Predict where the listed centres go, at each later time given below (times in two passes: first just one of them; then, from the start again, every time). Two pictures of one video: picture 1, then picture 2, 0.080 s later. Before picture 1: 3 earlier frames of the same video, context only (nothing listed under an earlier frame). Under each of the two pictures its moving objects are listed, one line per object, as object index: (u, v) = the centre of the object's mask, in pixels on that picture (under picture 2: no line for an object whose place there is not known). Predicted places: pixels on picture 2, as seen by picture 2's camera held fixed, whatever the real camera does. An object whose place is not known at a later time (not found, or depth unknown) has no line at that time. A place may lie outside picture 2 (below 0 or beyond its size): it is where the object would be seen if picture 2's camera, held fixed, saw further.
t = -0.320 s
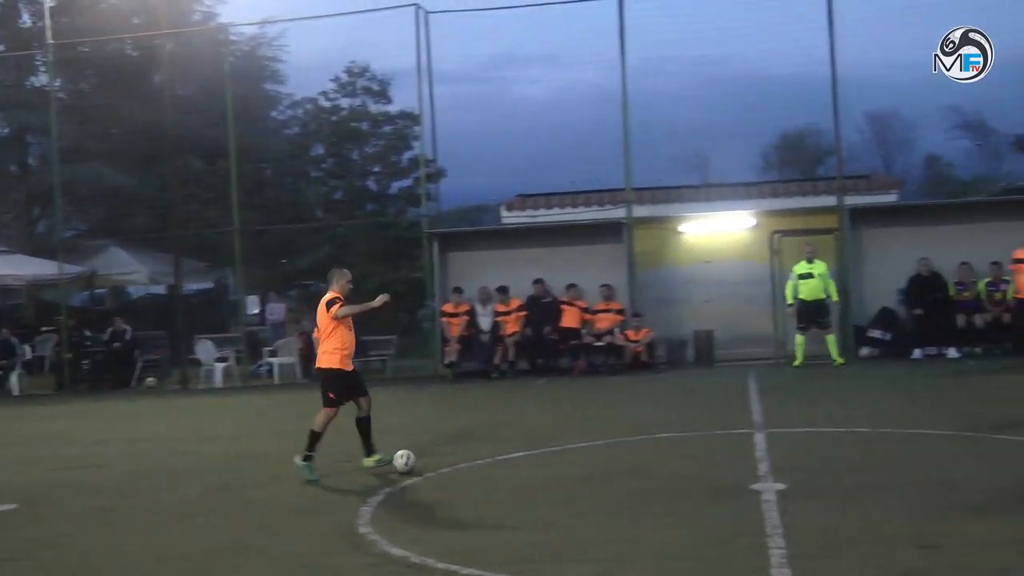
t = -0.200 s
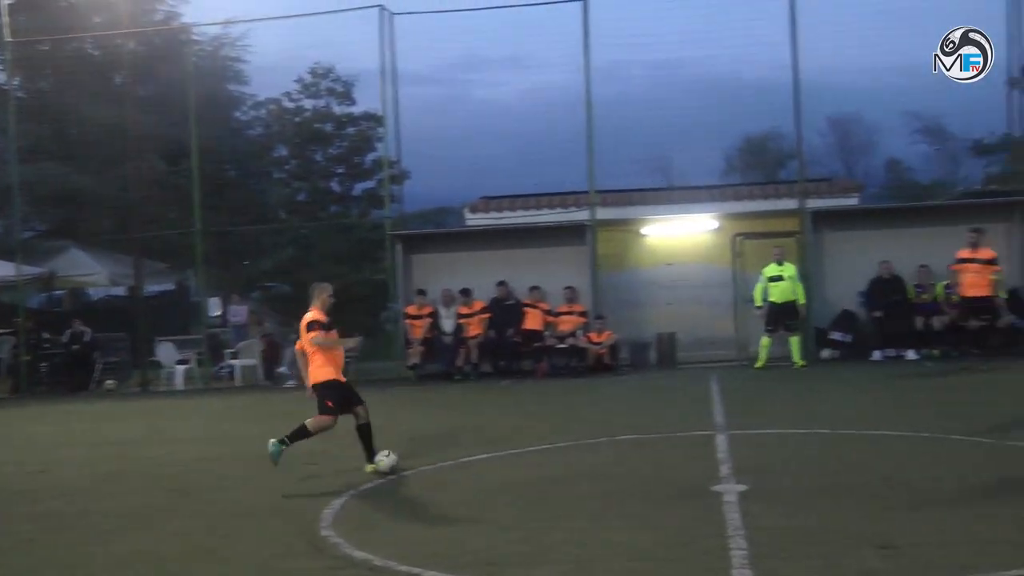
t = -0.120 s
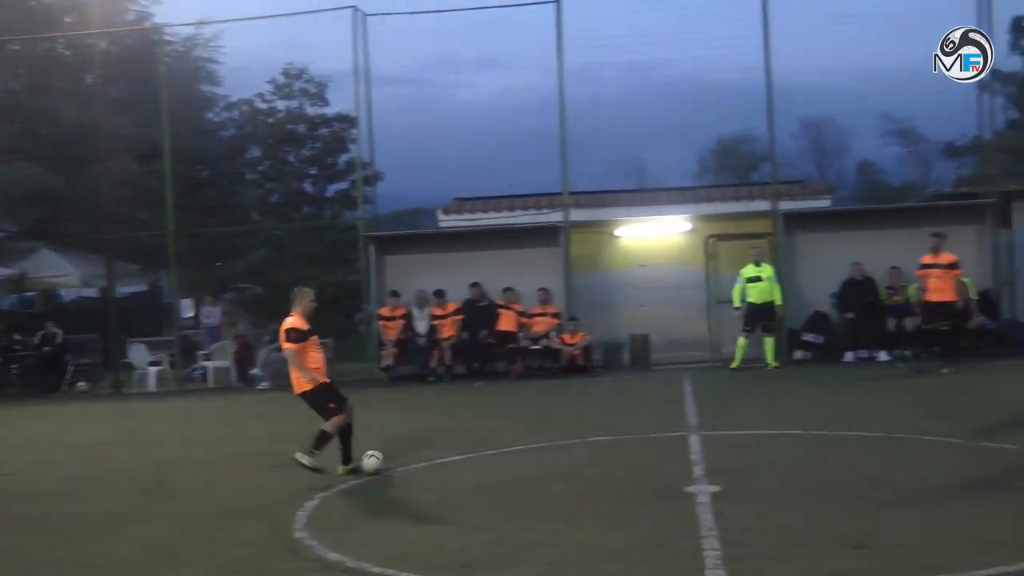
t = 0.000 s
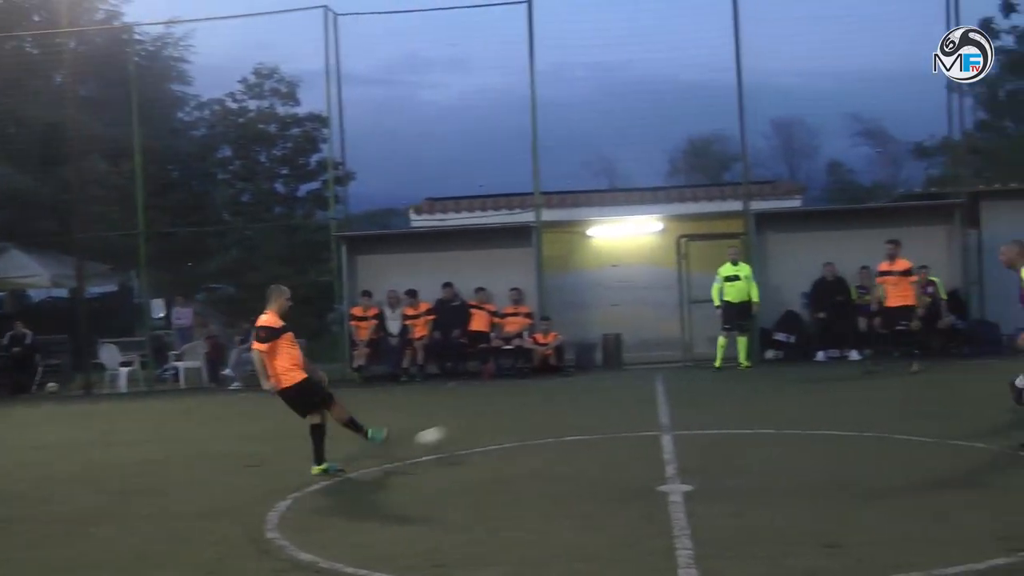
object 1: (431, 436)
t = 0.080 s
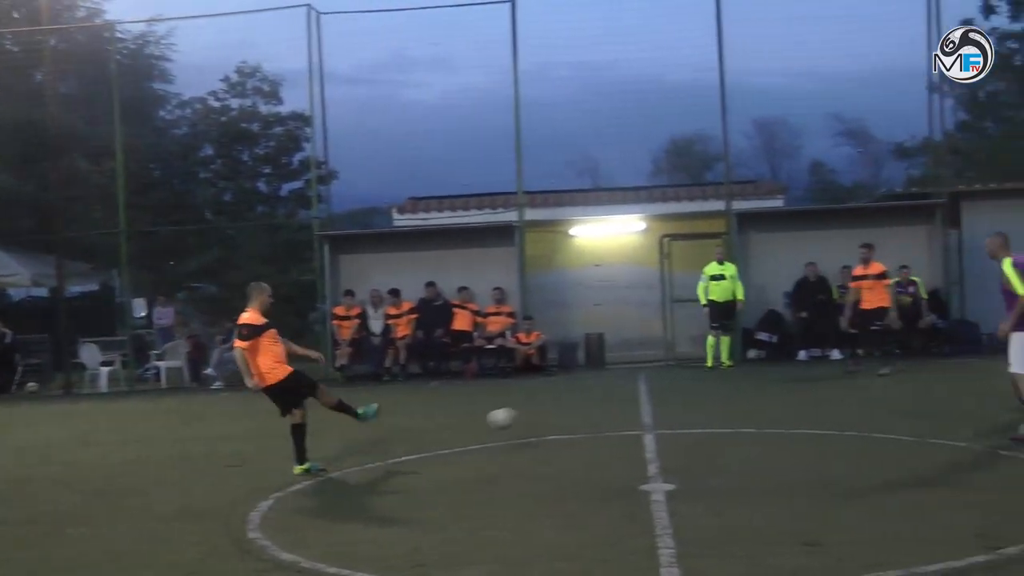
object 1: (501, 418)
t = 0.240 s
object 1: (648, 402)
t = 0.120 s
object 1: (541, 411)
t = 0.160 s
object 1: (579, 406)
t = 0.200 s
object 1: (614, 404)
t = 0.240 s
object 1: (648, 402)
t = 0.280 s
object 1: (680, 402)
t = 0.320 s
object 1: (707, 396)
